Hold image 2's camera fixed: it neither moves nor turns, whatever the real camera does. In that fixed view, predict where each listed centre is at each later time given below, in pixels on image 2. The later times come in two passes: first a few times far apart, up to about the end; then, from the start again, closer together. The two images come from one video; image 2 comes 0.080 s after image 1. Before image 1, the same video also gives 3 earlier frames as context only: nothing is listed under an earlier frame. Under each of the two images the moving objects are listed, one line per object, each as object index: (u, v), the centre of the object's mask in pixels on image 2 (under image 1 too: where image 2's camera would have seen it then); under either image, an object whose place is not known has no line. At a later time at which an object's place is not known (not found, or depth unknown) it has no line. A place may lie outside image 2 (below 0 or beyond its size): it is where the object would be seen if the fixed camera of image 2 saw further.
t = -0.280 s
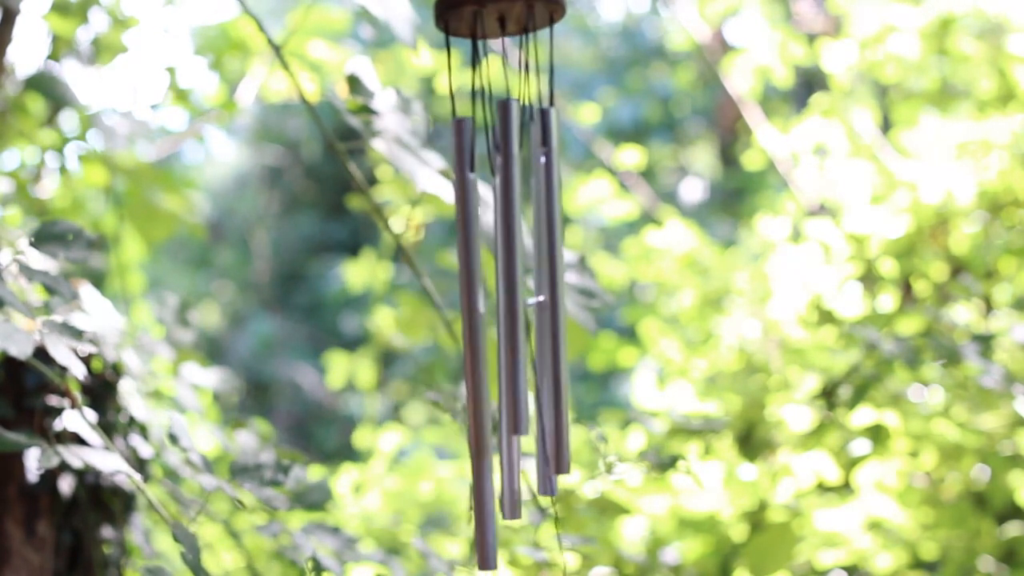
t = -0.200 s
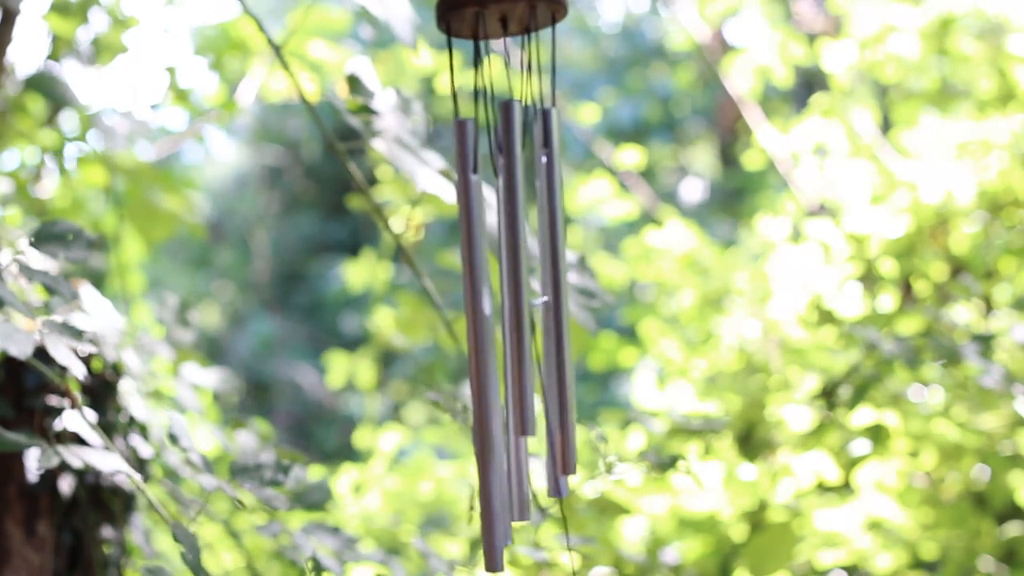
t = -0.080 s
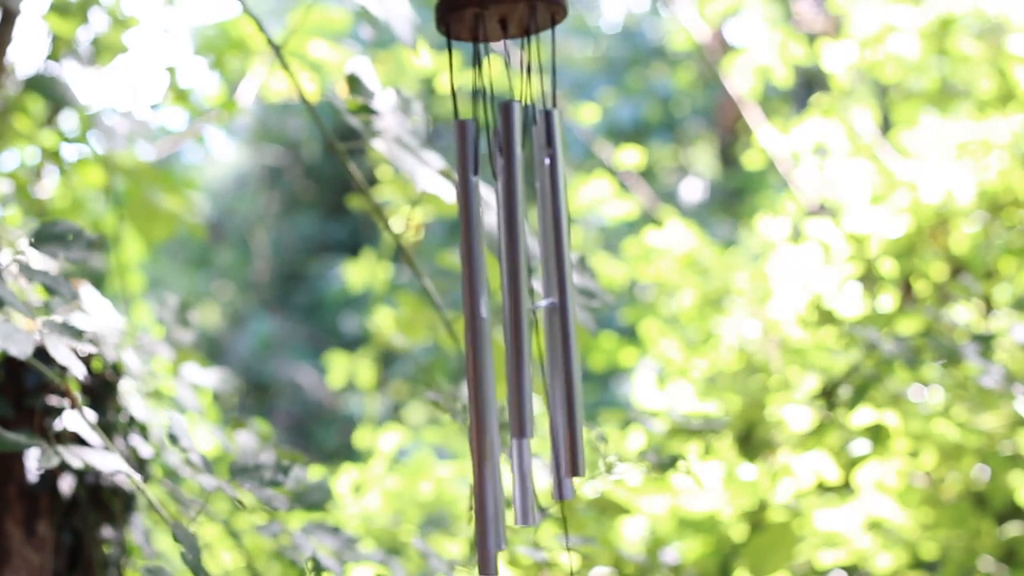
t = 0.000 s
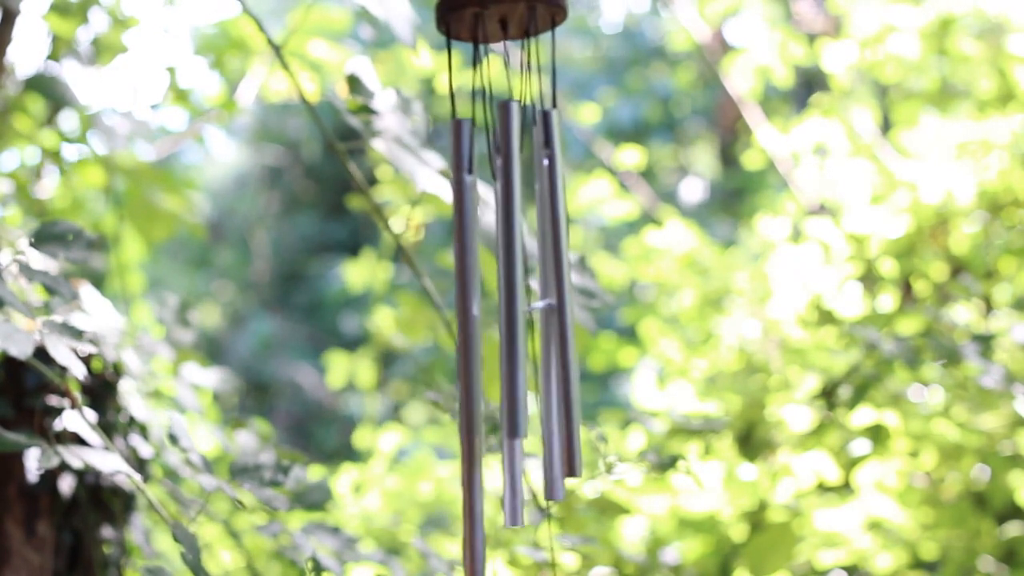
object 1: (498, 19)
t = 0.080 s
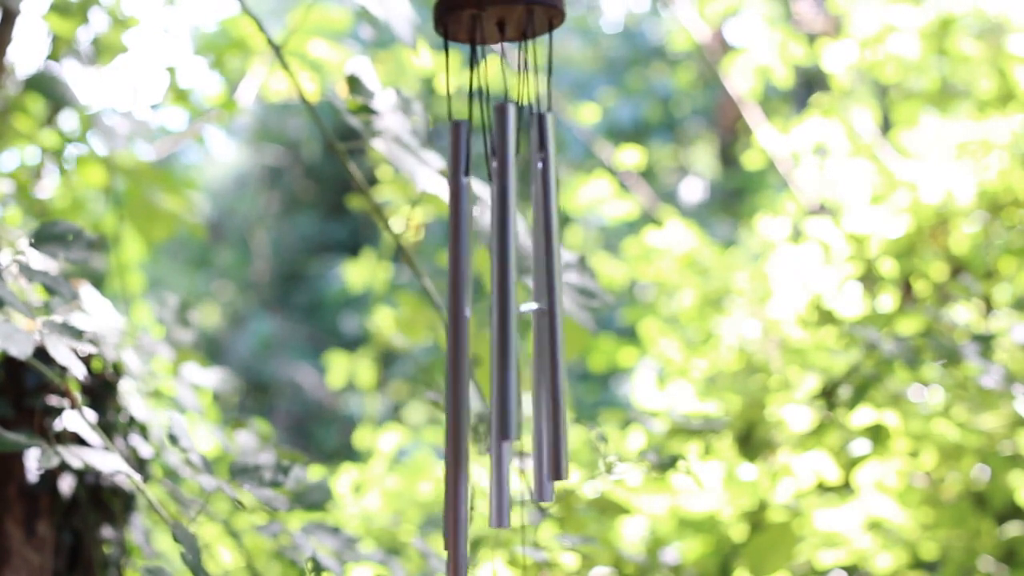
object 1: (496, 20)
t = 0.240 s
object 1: (483, 20)
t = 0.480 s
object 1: (480, 21)
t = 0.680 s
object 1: (489, 22)
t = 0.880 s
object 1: (509, 23)
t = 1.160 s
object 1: (501, 26)
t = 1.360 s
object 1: (483, 22)
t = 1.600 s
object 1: (453, 20)
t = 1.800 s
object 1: (461, 17)
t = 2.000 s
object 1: (475, 16)
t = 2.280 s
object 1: (492, 20)
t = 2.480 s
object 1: (467, 19)
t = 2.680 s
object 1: (441, 16)
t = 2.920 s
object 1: (420, 17)
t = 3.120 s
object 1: (434, 16)
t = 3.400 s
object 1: (462, 14)
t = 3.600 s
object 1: (462, 18)
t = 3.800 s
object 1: (455, 16)
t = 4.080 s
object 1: (434, 14)
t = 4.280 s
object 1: (445, 14)
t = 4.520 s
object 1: (459, 13)
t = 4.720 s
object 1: (466, 13)
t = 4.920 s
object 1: (455, 13)
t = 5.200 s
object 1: (445, 11)
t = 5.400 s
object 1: (441, 11)
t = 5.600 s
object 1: (450, 9)
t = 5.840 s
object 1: (457, 11)
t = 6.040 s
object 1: (454, 12)
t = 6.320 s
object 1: (448, 12)
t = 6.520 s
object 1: (435, 11)
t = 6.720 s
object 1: (444, 9)
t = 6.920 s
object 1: (455, 13)
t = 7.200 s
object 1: (471, 21)
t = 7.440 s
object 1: (463, 38)
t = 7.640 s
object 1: (449, 34)
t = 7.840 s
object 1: (450, 29)
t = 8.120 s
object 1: (469, 29)
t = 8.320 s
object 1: (480, 28)
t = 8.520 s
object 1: (469, 28)
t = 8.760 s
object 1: (454, 29)
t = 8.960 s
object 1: (445, 25)
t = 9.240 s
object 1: (458, 25)
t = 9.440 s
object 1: (468, 24)
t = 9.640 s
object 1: (464, 23)
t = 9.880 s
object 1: (452, 22)
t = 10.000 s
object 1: (445, 22)
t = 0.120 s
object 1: (494, 20)
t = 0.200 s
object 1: (487, 20)
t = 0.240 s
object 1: (483, 20)
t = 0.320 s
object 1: (477, 21)
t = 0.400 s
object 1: (478, 21)
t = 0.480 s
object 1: (480, 21)
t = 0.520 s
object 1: (482, 20)
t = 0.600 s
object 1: (485, 21)
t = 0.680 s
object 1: (489, 22)
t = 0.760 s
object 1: (496, 23)
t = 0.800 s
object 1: (500, 23)
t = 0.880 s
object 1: (509, 23)
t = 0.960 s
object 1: (514, 25)
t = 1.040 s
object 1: (512, 26)
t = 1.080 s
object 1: (509, 26)
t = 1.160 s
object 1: (501, 26)
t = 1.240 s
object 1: (493, 24)
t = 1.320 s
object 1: (487, 23)
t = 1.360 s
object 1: (483, 22)
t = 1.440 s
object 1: (472, 21)
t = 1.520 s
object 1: (461, 21)
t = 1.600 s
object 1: (453, 20)
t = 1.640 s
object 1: (451, 19)
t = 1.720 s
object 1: (455, 18)
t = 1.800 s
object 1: (461, 17)
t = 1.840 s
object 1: (463, 17)
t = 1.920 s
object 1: (469, 16)
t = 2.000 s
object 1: (475, 16)
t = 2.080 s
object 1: (484, 17)
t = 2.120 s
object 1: (488, 18)
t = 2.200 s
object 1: (494, 18)
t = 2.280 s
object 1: (492, 20)
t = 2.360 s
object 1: (484, 19)
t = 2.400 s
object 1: (477, 19)
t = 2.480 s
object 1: (467, 19)
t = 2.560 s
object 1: (458, 18)
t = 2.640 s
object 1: (447, 17)
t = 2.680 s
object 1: (441, 16)
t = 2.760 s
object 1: (429, 16)
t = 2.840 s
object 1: (421, 16)
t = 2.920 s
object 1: (420, 17)
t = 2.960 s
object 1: (422, 17)
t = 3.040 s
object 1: (428, 17)
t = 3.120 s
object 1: (434, 16)
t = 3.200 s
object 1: (439, 15)
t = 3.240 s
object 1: (442, 14)
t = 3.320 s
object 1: (452, 13)
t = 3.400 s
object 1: (462, 14)
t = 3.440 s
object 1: (465, 14)
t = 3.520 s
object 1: (468, 16)
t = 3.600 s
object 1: (462, 18)
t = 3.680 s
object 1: (457, 18)
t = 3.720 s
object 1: (456, 17)
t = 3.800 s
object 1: (455, 16)
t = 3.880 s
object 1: (452, 15)
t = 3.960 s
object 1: (445, 14)
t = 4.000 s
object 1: (440, 14)
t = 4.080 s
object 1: (434, 14)
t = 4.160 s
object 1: (436, 15)
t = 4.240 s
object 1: (442, 14)
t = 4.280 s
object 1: (445, 14)
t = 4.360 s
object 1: (452, 13)
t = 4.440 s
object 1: (456, 13)
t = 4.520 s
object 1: (459, 13)
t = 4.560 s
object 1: (462, 13)
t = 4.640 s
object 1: (466, 14)
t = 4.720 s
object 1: (466, 13)
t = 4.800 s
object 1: (463, 13)
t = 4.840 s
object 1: (461, 13)
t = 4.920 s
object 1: (455, 13)
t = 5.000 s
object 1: (453, 12)
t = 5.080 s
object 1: (451, 12)
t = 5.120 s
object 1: (449, 11)
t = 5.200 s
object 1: (445, 11)
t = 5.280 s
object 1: (440, 11)
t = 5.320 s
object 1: (439, 11)
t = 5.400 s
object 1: (441, 11)
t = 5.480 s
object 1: (445, 9)
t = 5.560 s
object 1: (448, 9)
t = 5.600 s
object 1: (450, 9)
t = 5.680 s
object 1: (451, 10)
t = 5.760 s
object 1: (454, 11)
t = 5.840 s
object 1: (457, 11)
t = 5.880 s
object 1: (458, 12)
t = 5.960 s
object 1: (457, 12)
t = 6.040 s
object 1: (454, 12)
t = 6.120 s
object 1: (452, 12)
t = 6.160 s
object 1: (452, 12)
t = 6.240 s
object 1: (452, 11)
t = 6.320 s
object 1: (448, 12)
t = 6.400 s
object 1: (441, 11)
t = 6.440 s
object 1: (438, 11)
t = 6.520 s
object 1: (435, 11)
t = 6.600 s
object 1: (439, 10)
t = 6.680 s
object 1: (442, 9)
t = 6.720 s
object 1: (444, 9)
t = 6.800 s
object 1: (448, 10)
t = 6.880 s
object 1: (453, 12)
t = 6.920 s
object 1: (455, 13)
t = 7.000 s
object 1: (462, 15)
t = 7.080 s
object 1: (467, 16)
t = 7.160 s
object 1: (471, 19)
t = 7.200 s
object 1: (471, 21)
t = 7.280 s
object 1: (468, 27)
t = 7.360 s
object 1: (465, 35)
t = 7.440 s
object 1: (463, 38)
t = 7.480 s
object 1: (461, 38)
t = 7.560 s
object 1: (456, 36)
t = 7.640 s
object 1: (449, 34)
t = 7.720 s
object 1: (445, 33)
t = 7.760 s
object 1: (445, 32)
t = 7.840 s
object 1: (450, 29)
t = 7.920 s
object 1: (457, 29)
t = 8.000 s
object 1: (463, 29)
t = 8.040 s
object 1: (465, 29)
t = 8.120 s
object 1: (469, 29)
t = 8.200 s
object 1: (475, 28)
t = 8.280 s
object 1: (479, 29)
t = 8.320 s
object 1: (480, 28)
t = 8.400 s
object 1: (477, 28)
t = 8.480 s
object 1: (472, 28)
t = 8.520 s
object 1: (469, 28)
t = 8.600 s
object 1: (465, 29)
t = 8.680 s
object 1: (460, 30)
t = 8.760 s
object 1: (454, 29)
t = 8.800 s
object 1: (450, 28)
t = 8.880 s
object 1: (445, 26)
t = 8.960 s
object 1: (445, 25)
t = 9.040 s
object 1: (450, 24)
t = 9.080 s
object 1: (453, 24)
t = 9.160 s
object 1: (457, 25)
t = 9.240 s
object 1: (458, 25)
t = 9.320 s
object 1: (461, 25)
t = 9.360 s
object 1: (463, 24)
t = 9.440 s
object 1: (468, 24)
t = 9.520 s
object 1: (470, 23)
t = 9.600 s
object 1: (468, 23)
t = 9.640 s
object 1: (464, 23)
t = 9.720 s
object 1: (458, 23)
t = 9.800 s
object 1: (454, 23)
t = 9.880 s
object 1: (452, 22)
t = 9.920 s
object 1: (450, 22)
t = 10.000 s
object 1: (445, 22)
